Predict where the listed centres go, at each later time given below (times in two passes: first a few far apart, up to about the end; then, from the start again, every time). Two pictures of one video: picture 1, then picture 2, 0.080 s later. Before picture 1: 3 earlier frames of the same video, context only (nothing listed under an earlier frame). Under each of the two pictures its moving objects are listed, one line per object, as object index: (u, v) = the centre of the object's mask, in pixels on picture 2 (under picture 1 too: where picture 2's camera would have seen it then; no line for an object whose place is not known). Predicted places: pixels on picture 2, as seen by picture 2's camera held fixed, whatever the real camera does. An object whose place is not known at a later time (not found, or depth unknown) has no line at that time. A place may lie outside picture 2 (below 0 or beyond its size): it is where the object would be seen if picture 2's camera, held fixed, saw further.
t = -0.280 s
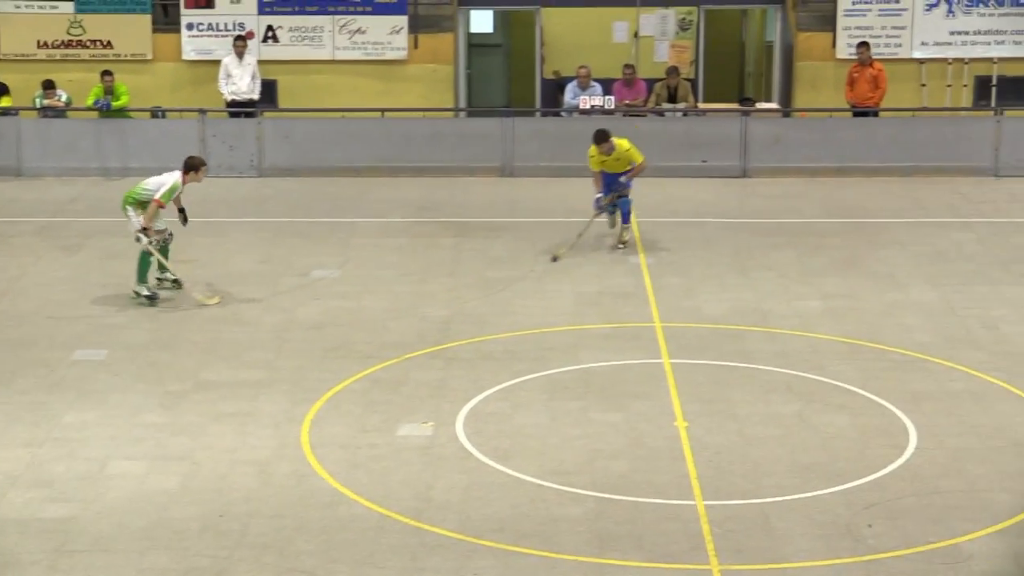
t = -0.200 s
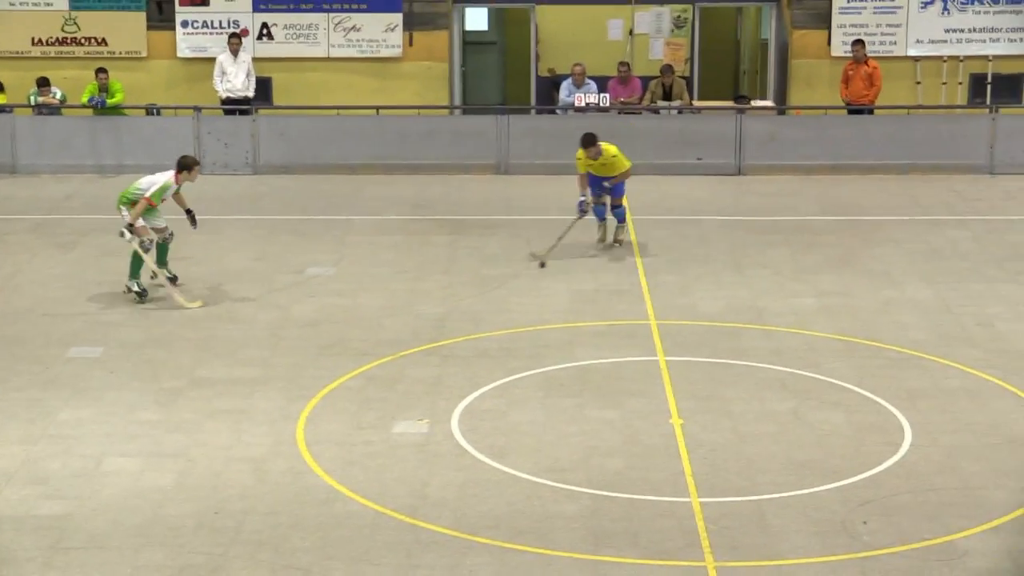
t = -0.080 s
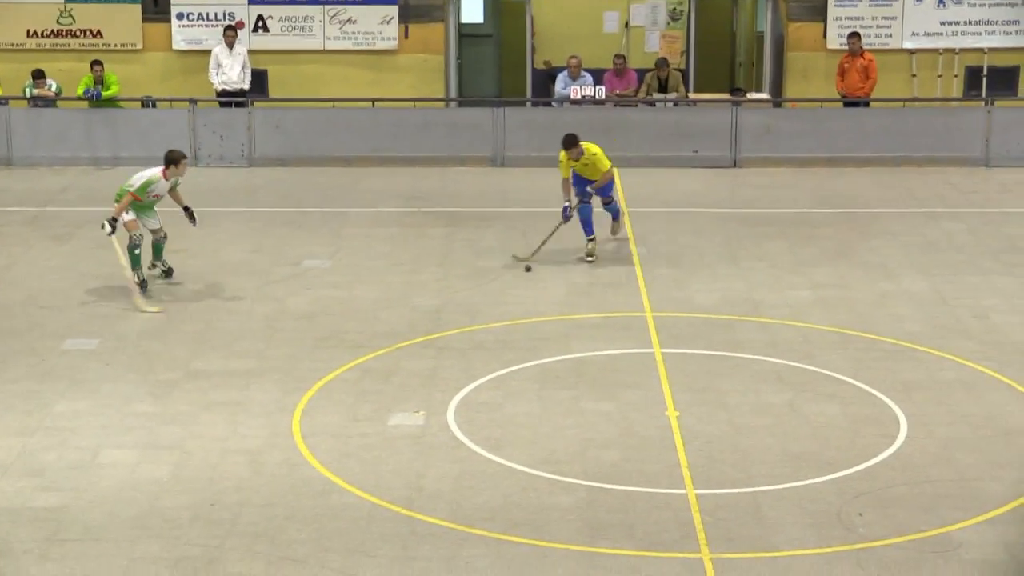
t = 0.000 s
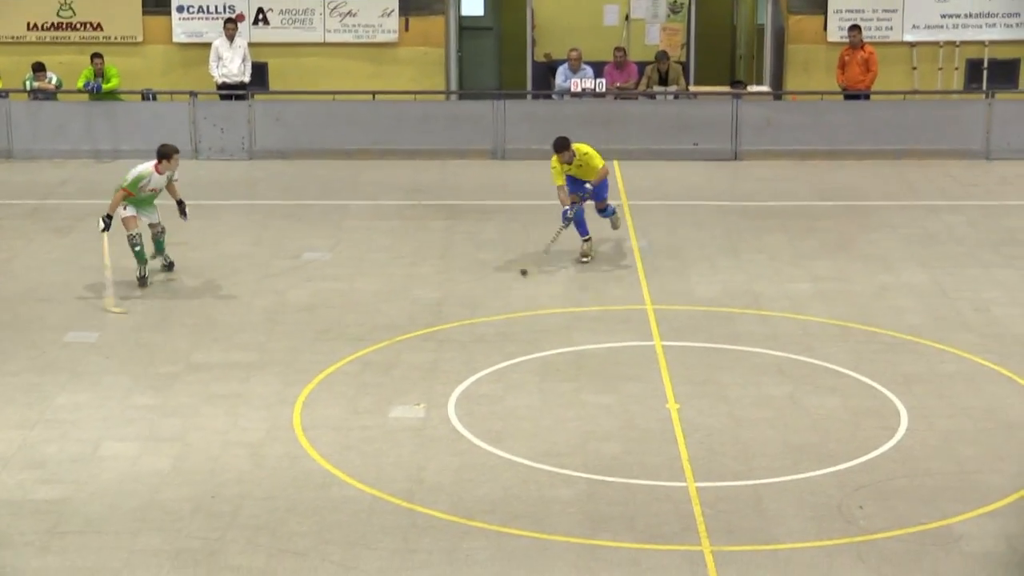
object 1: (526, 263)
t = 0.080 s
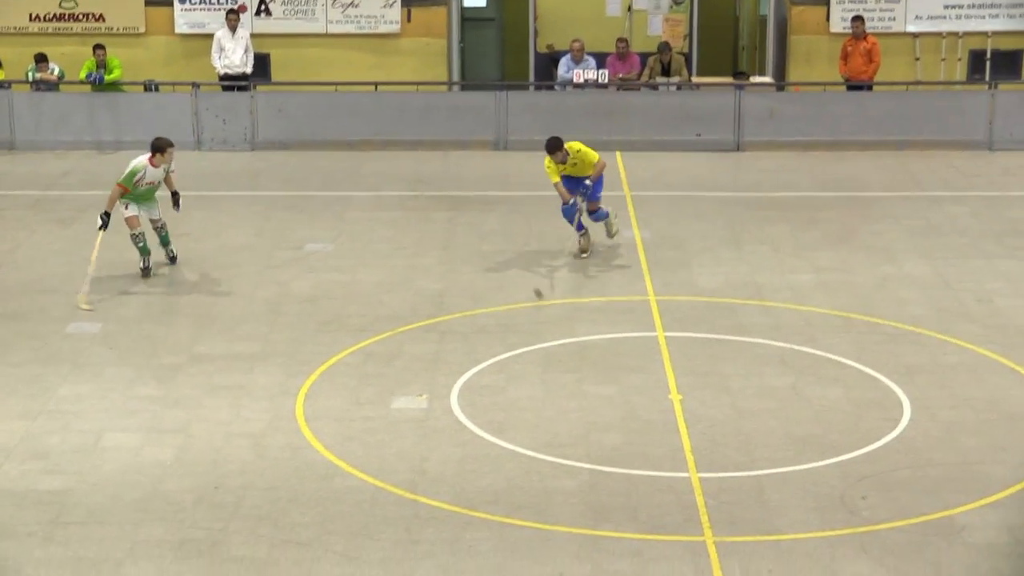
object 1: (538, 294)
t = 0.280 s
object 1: (577, 418)
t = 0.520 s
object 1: (644, 636)
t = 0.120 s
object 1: (544, 313)
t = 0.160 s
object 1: (552, 336)
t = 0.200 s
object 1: (560, 363)
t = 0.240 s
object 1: (568, 392)
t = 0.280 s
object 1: (577, 418)
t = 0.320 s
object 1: (586, 447)
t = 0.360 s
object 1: (597, 481)
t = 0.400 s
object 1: (607, 514)
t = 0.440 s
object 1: (618, 551)
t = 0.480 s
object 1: (631, 592)
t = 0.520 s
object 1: (644, 636)
